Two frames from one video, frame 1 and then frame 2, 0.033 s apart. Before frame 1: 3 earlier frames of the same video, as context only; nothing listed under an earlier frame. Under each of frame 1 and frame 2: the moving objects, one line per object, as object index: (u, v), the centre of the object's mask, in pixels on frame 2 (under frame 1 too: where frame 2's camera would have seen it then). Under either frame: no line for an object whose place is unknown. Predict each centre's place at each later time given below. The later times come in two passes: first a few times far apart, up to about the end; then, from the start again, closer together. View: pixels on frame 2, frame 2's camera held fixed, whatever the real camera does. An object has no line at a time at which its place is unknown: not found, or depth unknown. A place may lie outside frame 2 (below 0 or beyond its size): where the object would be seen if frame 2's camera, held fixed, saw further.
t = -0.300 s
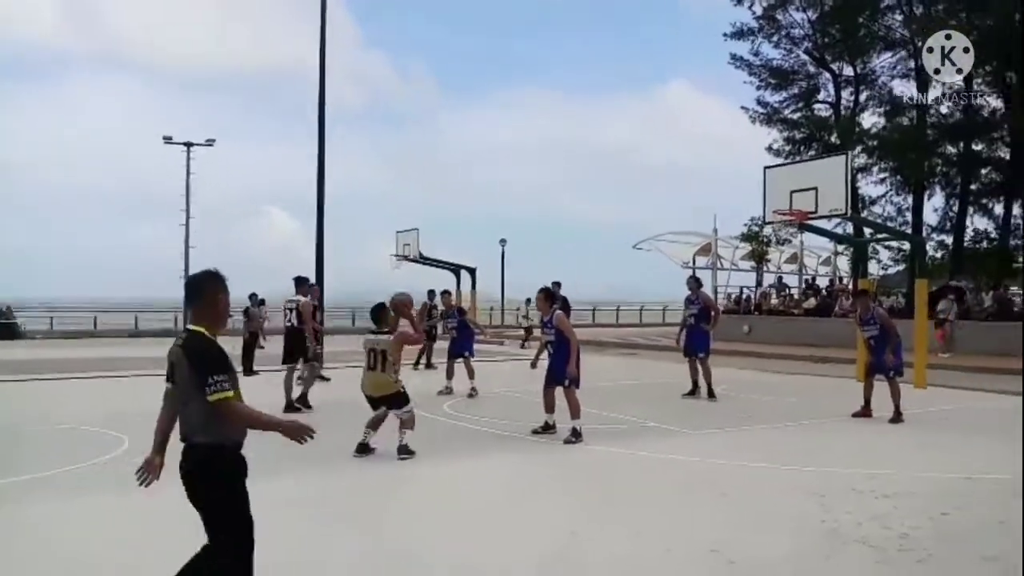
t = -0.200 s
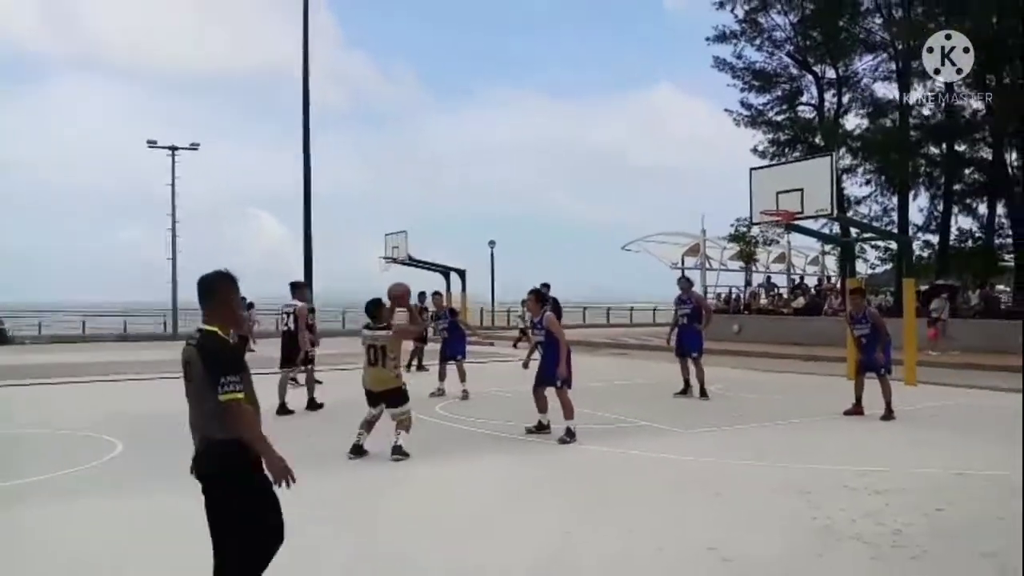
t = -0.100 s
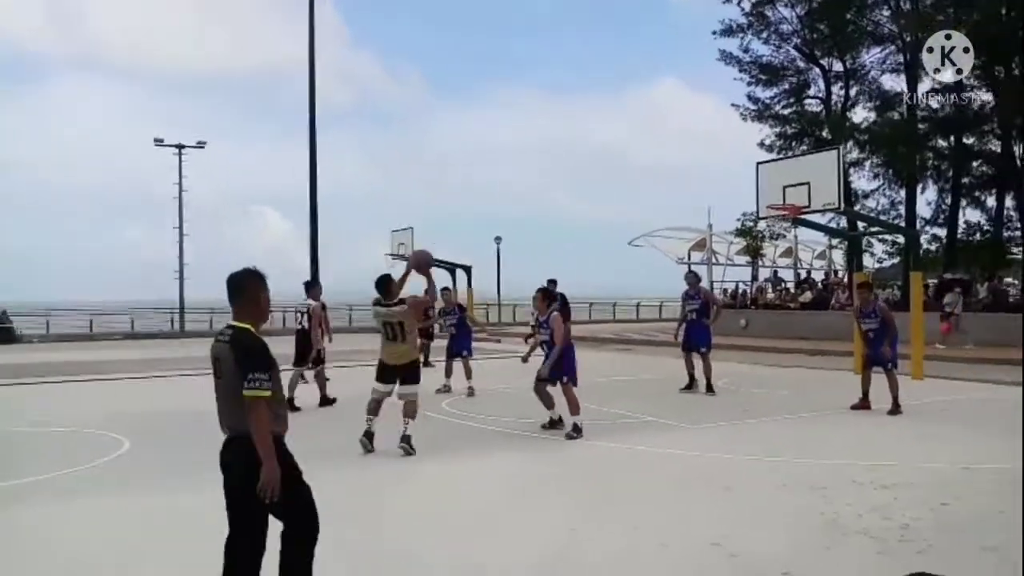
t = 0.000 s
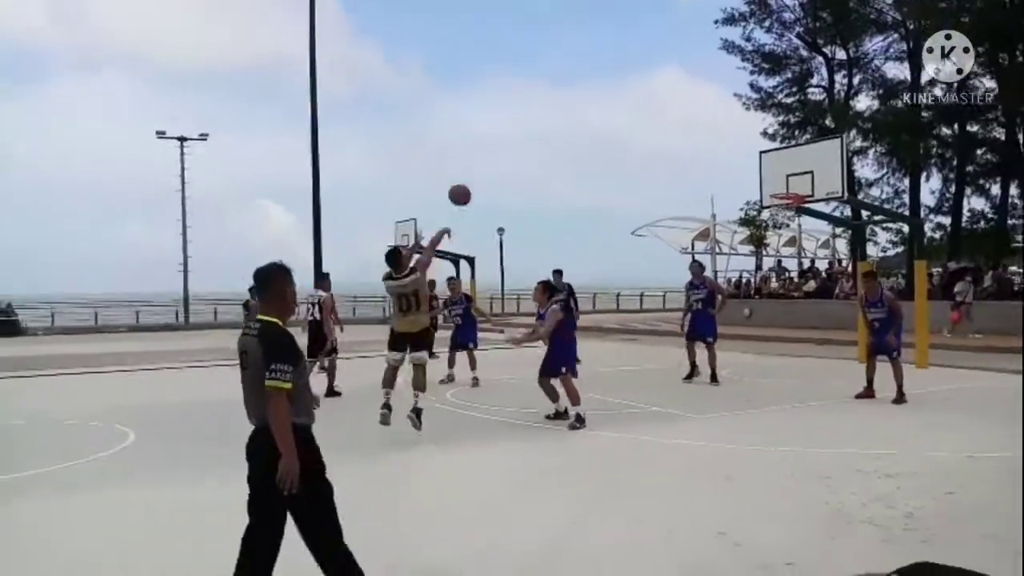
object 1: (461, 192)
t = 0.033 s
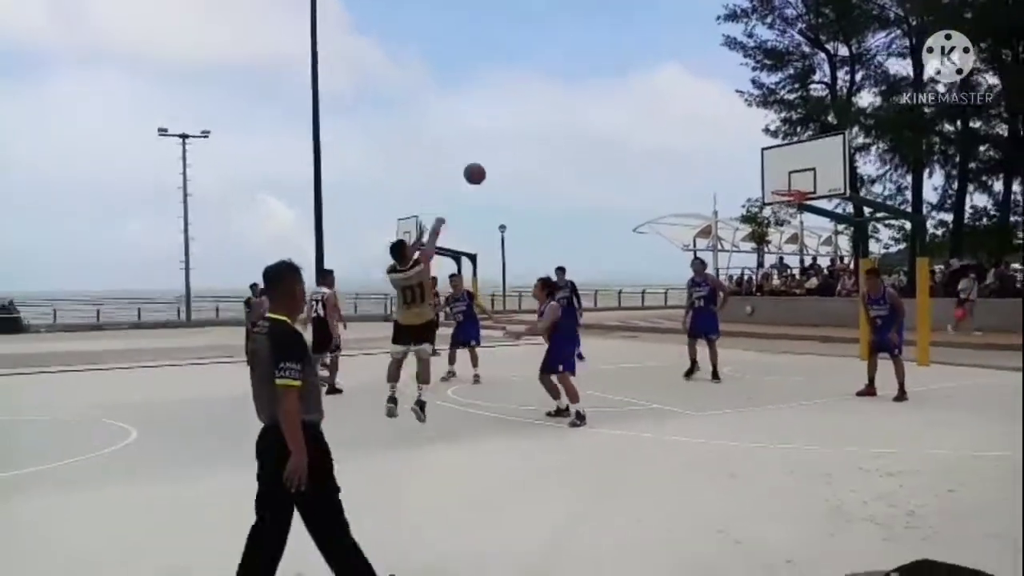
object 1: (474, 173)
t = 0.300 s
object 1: (567, 72)
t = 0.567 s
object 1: (642, 42)
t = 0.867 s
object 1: (707, 65)
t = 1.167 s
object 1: (763, 137)
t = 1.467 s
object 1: (760, 180)
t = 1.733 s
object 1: (703, 194)
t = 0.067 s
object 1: (487, 156)
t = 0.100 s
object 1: (499, 140)
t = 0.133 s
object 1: (511, 126)
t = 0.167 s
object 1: (524, 112)
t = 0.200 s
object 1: (537, 100)
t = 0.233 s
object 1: (547, 89)
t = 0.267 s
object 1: (556, 80)
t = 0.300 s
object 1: (567, 72)
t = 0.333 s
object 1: (579, 65)
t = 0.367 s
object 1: (589, 58)
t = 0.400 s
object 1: (598, 53)
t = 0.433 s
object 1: (607, 50)
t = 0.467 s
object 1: (616, 46)
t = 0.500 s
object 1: (626, 44)
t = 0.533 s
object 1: (634, 43)
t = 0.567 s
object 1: (642, 42)
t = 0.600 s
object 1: (649, 42)
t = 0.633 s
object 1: (657, 42)
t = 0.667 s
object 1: (665, 42)
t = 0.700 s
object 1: (672, 44)
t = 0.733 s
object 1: (680, 47)
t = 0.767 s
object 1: (687, 51)
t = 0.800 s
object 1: (695, 55)
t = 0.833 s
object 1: (701, 60)
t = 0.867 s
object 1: (707, 65)
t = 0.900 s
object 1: (714, 72)
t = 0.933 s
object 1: (721, 78)
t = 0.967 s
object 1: (728, 85)
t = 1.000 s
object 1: (733, 93)
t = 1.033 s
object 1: (740, 101)
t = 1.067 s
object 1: (745, 110)
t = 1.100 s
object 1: (752, 118)
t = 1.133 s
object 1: (758, 128)
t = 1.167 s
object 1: (763, 137)
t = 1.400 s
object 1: (775, 182)
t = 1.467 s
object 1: (760, 180)
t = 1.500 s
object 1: (753, 179)
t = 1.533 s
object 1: (746, 180)
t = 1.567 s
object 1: (739, 180)
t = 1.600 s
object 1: (731, 182)
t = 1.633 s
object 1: (724, 184)
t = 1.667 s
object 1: (717, 187)
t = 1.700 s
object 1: (710, 190)
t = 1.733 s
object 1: (703, 194)
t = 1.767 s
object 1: (695, 198)
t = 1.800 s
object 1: (689, 204)
